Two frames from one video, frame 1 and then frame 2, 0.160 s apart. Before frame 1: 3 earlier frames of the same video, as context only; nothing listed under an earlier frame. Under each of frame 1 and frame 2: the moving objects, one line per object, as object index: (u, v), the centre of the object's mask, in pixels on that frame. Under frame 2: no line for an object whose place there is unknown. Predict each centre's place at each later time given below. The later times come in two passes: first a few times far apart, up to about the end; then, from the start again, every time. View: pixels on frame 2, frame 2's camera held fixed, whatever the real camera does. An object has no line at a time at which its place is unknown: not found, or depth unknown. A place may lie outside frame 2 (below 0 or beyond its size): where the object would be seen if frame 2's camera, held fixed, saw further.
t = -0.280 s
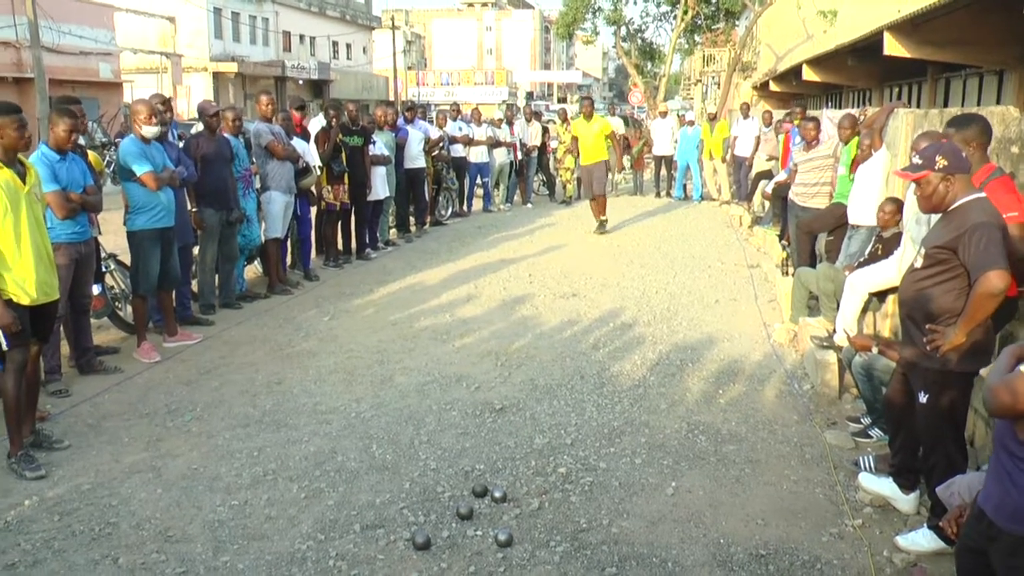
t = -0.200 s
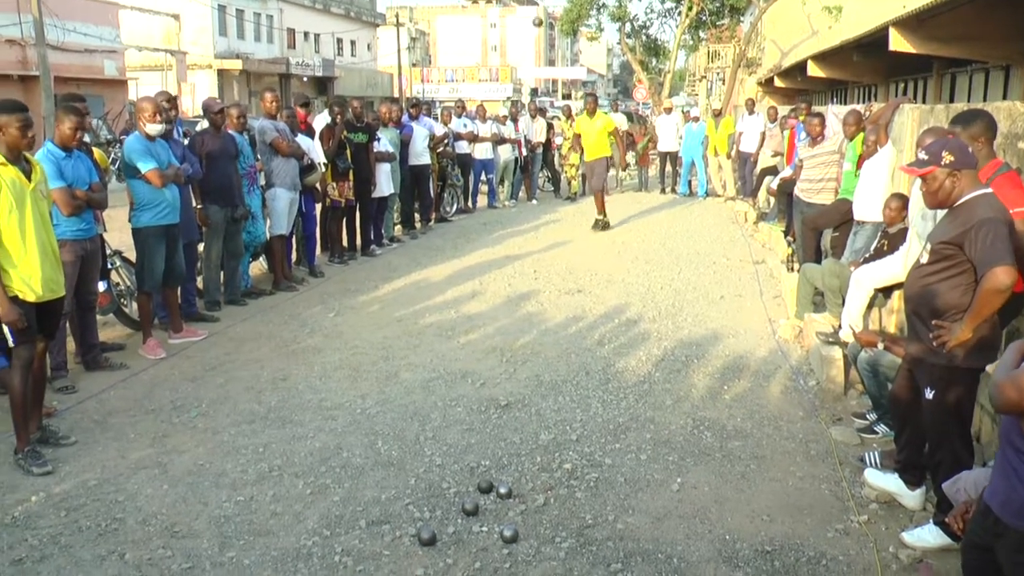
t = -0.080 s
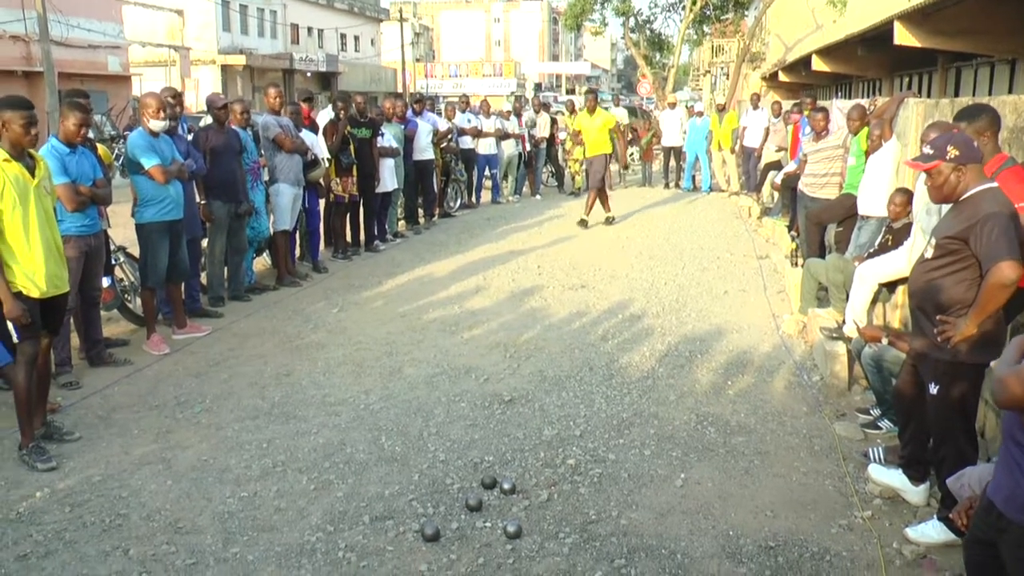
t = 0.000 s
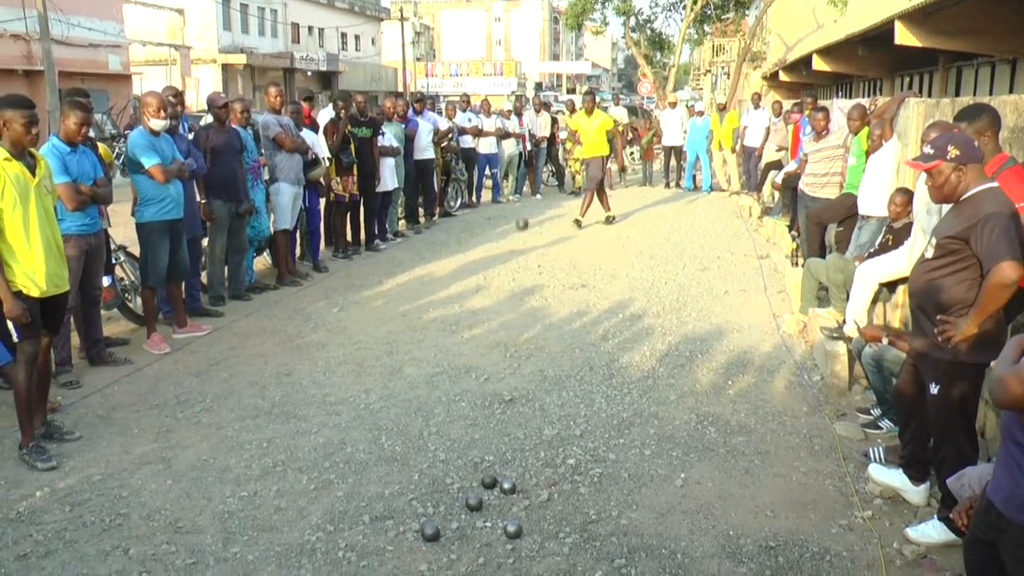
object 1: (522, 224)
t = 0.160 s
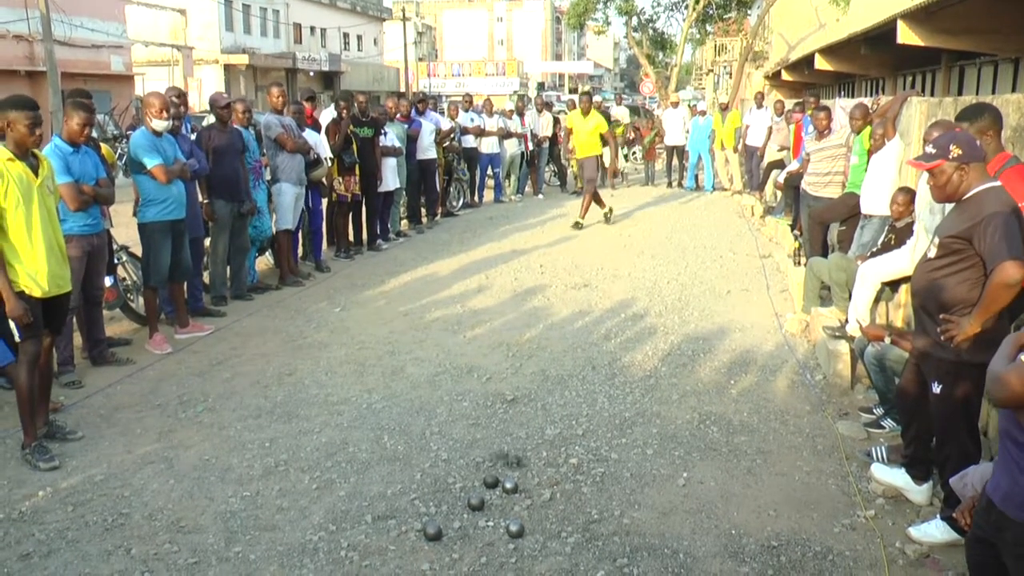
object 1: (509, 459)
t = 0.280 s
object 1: (531, 474)
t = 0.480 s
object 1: (548, 494)
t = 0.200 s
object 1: (511, 460)
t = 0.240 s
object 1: (526, 471)
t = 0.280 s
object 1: (531, 474)
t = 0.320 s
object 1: (535, 477)
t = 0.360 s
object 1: (540, 484)
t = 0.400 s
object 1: (543, 486)
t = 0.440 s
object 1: (545, 490)
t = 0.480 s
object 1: (548, 494)
